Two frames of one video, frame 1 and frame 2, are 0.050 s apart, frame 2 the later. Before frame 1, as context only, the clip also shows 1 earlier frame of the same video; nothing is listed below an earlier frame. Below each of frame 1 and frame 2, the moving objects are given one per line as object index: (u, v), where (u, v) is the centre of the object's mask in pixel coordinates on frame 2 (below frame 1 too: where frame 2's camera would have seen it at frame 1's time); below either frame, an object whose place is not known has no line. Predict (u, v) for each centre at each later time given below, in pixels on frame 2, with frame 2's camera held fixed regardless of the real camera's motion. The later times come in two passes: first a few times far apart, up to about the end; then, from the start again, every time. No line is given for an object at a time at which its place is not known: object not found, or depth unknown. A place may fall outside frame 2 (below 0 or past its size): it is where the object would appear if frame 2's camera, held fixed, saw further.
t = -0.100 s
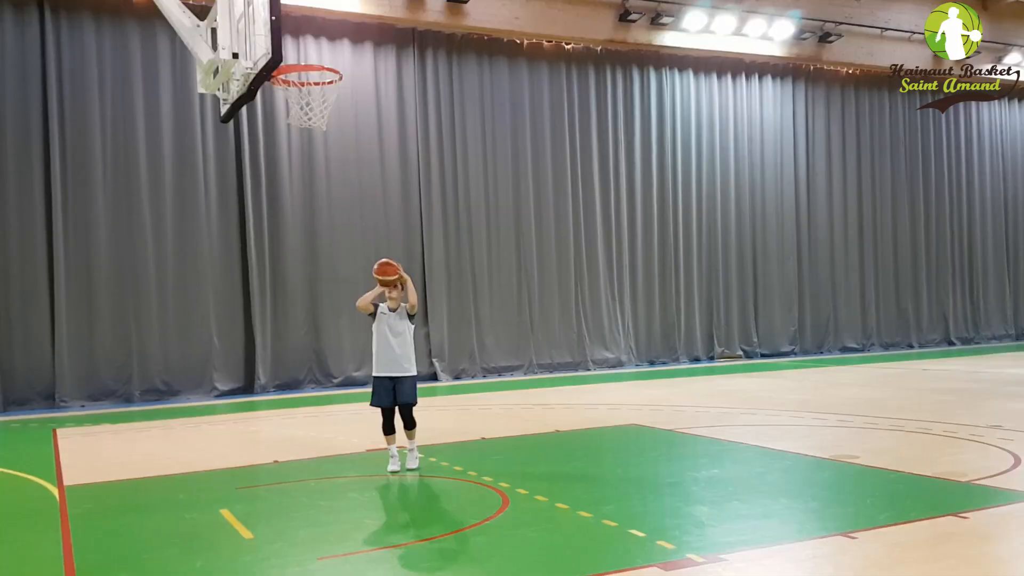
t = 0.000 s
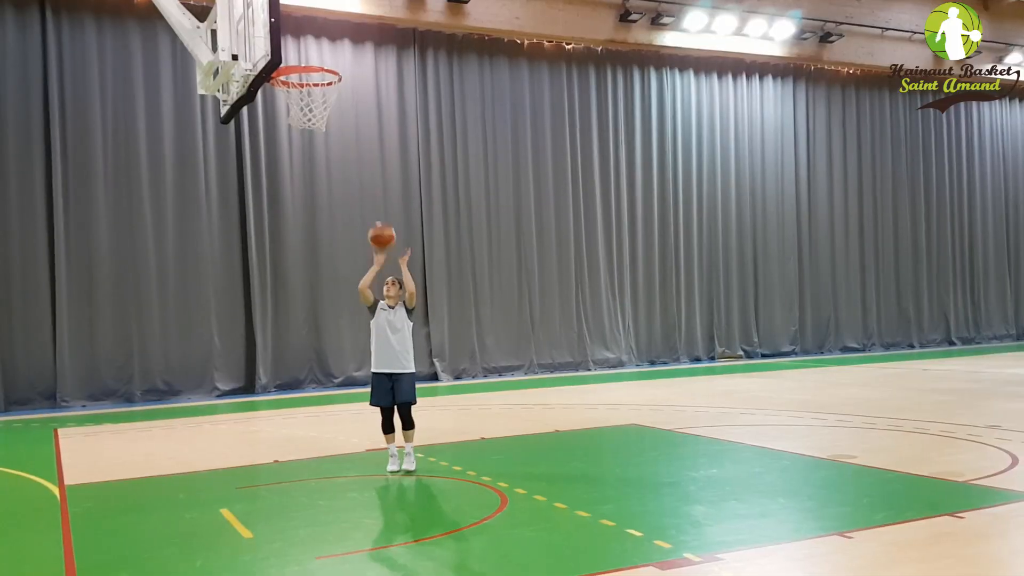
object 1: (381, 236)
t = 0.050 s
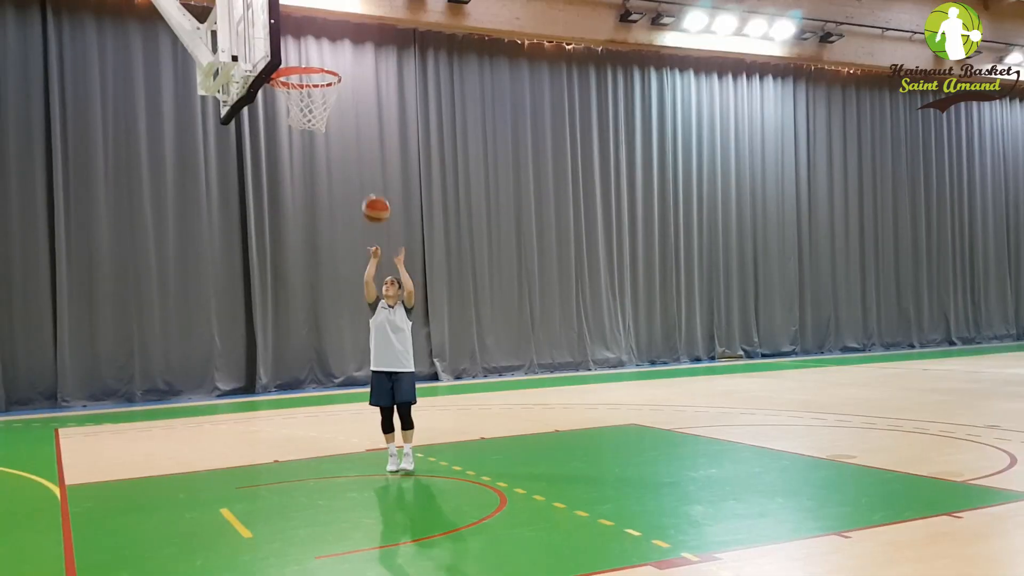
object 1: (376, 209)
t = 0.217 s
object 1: (354, 132)
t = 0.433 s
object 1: (325, 77)
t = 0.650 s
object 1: (297, 77)
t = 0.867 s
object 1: (296, 132)
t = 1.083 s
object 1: (324, 219)
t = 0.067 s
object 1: (374, 200)
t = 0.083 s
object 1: (372, 191)
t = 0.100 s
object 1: (369, 183)
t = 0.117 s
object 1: (367, 174)
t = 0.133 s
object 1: (365, 167)
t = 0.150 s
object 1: (362, 160)
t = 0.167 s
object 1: (360, 153)
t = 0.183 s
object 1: (358, 145)
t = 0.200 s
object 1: (356, 139)
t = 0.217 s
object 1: (354, 132)
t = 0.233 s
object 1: (352, 126)
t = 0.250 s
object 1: (349, 121)
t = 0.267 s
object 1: (347, 115)
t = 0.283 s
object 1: (344, 111)
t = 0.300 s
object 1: (343, 106)
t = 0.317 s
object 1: (342, 103)
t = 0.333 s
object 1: (342, 99)
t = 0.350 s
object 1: (337, 94)
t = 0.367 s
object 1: (337, 90)
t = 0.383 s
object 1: (331, 86)
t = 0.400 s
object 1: (329, 83)
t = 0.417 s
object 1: (327, 80)
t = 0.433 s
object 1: (325, 77)
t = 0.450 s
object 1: (322, 73)
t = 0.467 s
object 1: (321, 68)
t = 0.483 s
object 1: (318, 71)
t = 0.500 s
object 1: (316, 67)
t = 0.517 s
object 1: (314, 67)
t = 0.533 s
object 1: (311, 66)
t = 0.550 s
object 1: (309, 66)
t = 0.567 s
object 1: (307, 66)
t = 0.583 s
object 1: (305, 67)
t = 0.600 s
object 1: (303, 67)
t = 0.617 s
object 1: (300, 72)
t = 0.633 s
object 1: (298, 74)
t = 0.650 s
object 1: (297, 77)
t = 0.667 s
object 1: (296, 77)
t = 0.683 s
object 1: (291, 87)
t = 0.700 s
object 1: (289, 95)
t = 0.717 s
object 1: (286, 96)
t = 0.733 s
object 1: (285, 98)
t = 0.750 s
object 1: (284, 102)
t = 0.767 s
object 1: (284, 106)
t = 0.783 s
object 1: (285, 108)
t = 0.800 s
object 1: (286, 111)
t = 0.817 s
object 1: (290, 119)
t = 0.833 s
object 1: (293, 124)
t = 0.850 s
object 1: (294, 128)
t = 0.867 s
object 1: (296, 132)
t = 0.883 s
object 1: (298, 139)
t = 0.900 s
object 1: (300, 144)
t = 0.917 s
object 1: (302, 147)
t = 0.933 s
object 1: (304, 152)
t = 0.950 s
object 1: (306, 158)
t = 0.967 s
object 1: (309, 165)
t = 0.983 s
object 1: (311, 171)
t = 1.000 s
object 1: (313, 178)
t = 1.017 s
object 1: (315, 186)
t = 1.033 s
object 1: (317, 194)
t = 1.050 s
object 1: (320, 201)
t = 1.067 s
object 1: (322, 210)
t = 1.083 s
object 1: (324, 219)
